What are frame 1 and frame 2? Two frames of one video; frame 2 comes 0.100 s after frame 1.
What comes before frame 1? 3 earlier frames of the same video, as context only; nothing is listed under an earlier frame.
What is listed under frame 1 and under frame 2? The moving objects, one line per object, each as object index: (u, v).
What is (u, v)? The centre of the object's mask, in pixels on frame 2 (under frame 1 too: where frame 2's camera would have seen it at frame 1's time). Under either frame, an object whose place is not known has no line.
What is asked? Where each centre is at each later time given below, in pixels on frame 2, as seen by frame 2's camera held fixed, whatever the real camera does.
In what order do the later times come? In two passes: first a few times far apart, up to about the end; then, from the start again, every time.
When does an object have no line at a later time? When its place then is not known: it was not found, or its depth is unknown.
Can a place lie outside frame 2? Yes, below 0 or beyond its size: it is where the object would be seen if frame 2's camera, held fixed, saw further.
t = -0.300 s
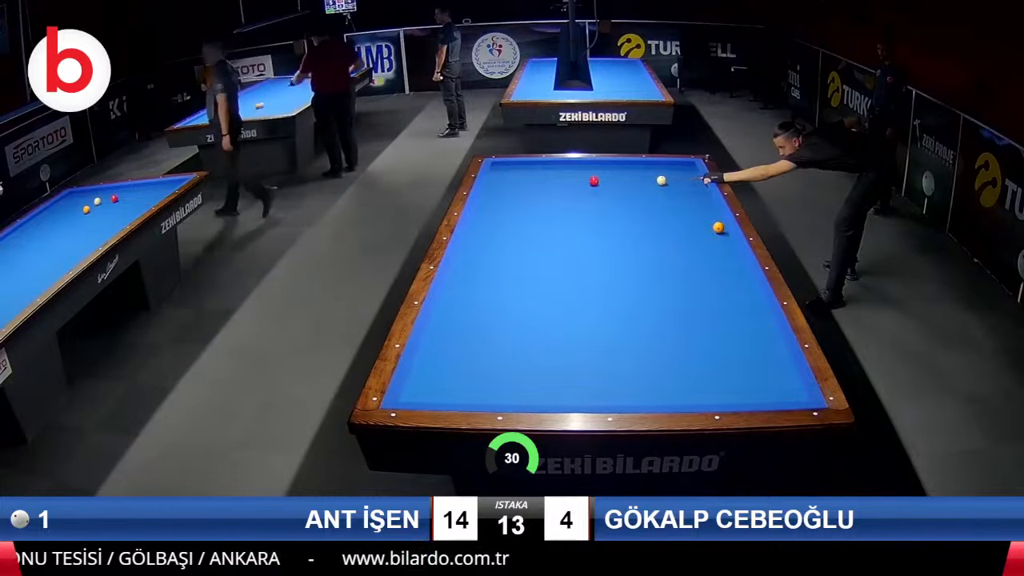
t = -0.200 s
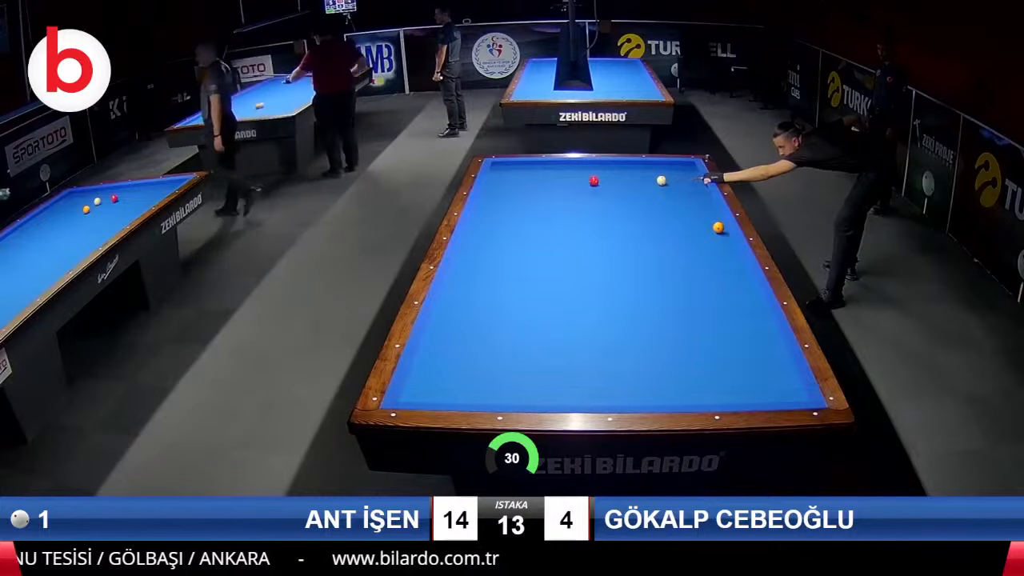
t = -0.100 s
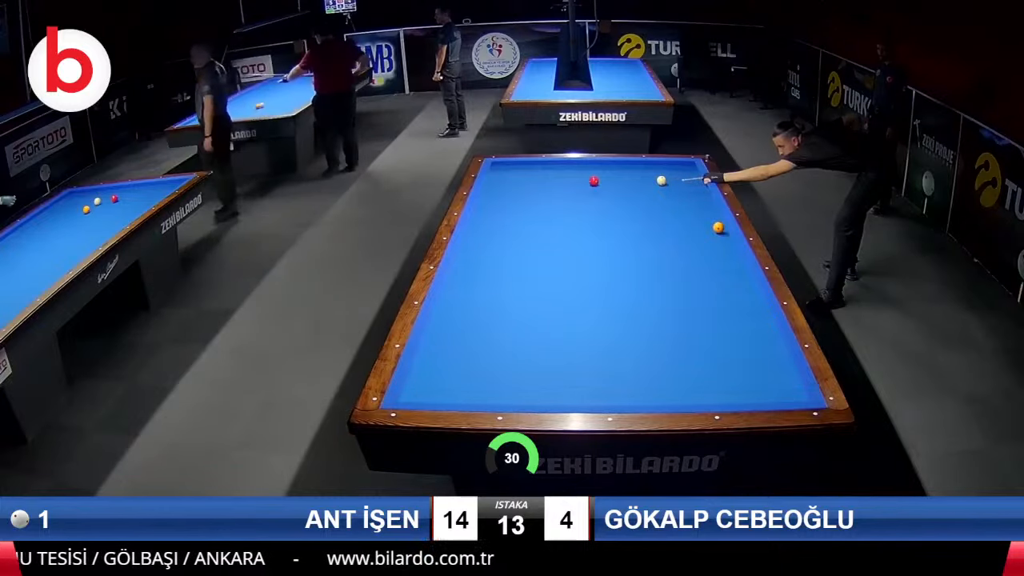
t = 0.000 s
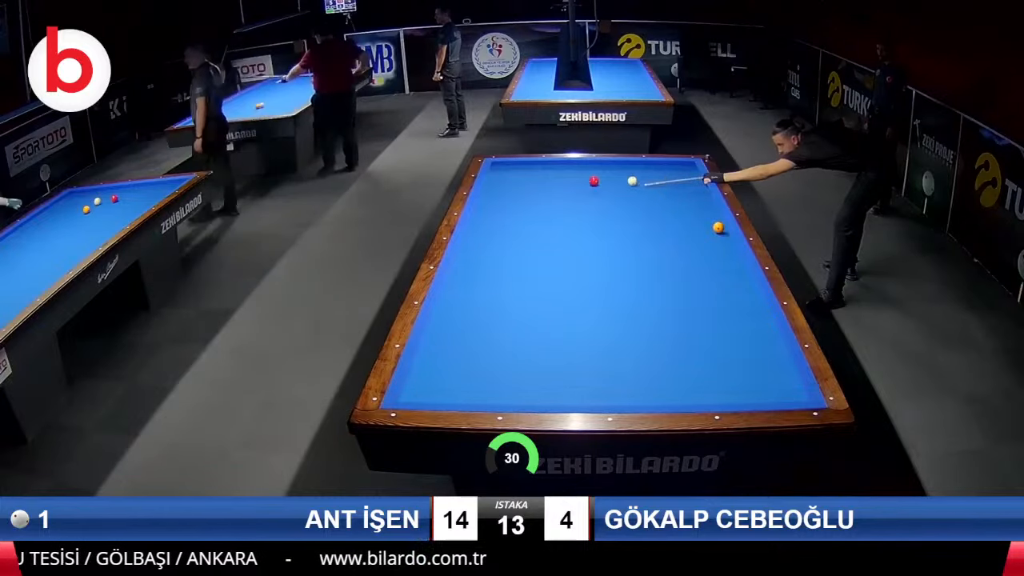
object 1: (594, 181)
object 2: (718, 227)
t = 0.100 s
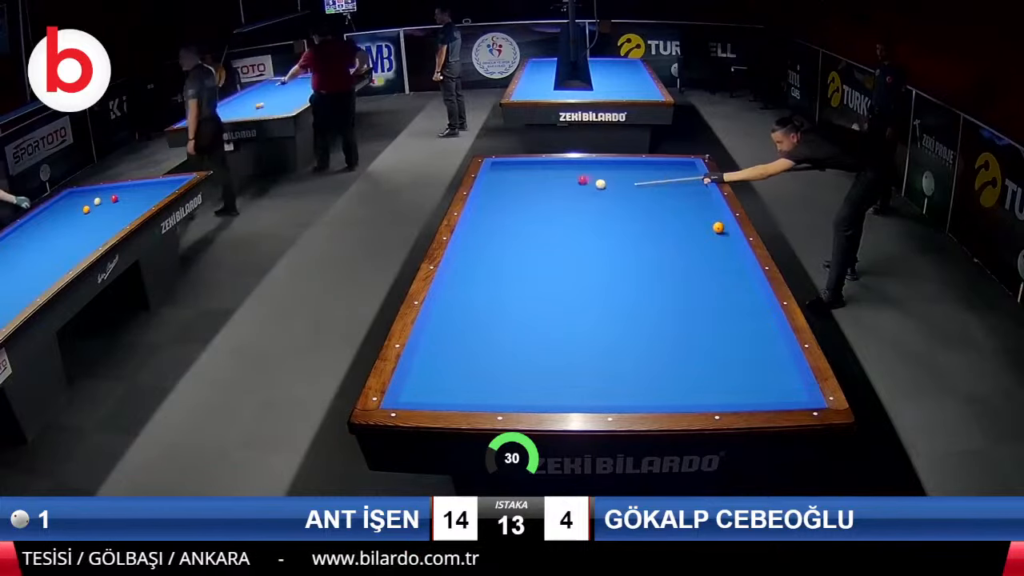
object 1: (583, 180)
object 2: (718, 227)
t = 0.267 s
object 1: (531, 173)
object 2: (718, 227)
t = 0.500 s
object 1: (507, 166)
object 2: (718, 227)
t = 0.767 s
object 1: (548, 164)
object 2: (718, 227)
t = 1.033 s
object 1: (580, 167)
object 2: (718, 227)
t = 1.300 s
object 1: (612, 170)
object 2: (718, 227)
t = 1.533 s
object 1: (640, 173)
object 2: (718, 227)
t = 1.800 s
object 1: (672, 177)
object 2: (718, 227)
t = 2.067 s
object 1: (699, 181)
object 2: (718, 227)
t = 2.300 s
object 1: (684, 185)
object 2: (718, 227)
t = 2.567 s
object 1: (670, 191)
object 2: (718, 227)
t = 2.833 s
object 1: (655, 196)
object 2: (718, 227)
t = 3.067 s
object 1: (640, 201)
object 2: (718, 227)
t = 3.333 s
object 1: (624, 206)
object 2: (718, 227)
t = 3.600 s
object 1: (607, 212)
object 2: (719, 227)
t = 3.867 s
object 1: (590, 219)
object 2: (719, 227)
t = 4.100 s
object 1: (575, 224)
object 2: (718, 227)
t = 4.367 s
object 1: (557, 231)
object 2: (718, 227)
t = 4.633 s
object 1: (538, 237)
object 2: (718, 227)
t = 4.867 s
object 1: (522, 243)
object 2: (718, 227)
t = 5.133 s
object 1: (503, 250)
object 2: (718, 227)
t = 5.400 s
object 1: (485, 256)
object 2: (718, 227)
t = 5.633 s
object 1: (468, 263)
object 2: (718, 227)
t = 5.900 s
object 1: (459, 268)
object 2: (718, 227)
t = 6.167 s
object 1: (466, 273)
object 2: (718, 227)
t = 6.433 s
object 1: (472, 278)
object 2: (718, 227)
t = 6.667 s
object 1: (478, 282)
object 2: (718, 227)
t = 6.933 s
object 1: (484, 287)
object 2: (721, 227)
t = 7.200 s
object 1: (490, 291)
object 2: (722, 228)
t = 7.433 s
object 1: (496, 295)
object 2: (719, 228)
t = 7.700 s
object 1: (501, 300)
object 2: (715, 228)
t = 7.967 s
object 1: (507, 304)
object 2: (712, 228)
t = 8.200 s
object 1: (512, 307)
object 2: (710, 228)
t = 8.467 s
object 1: (517, 311)
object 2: (707, 229)
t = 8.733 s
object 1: (522, 315)
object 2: (706, 229)
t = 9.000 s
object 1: (527, 318)
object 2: (705, 229)
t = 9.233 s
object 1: (531, 320)
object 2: (704, 229)
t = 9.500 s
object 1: (535, 323)
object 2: (703, 229)
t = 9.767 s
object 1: (539, 326)
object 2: (703, 229)
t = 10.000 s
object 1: (542, 328)
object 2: (703, 229)
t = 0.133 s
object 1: (571, 178)
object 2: (718, 227)
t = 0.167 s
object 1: (561, 177)
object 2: (718, 227)
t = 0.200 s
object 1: (551, 176)
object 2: (718, 227)
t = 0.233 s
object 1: (541, 174)
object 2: (718, 227)
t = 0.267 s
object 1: (531, 173)
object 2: (718, 227)
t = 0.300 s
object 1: (523, 172)
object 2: (718, 227)
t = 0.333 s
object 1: (514, 171)
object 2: (718, 227)
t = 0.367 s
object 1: (505, 170)
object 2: (718, 227)
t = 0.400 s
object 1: (498, 169)
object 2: (718, 227)
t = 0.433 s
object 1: (494, 168)
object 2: (718, 227)
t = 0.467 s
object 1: (500, 167)
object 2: (718, 227)
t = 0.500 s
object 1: (507, 166)
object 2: (718, 227)
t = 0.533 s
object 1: (513, 165)
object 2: (718, 227)
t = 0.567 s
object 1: (519, 165)
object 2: (718, 227)
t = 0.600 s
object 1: (525, 164)
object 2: (718, 227)
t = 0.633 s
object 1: (530, 163)
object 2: (718, 227)
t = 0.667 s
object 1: (535, 163)
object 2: (718, 227)
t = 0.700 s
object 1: (540, 163)
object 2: (718, 227)
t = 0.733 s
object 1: (543, 163)
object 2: (718, 227)
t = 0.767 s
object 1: (548, 164)
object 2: (718, 227)
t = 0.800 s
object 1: (551, 164)
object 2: (718, 227)
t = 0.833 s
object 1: (555, 164)
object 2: (718, 227)
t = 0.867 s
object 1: (559, 164)
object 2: (718, 227)
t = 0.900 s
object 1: (564, 165)
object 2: (718, 227)
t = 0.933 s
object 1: (568, 165)
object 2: (718, 227)
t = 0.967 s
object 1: (571, 166)
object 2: (718, 227)
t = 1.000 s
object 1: (575, 166)
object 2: (718, 227)
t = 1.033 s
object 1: (580, 167)
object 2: (718, 227)
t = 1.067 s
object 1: (583, 167)
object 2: (718, 227)
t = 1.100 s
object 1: (587, 168)
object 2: (718, 227)
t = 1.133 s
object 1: (592, 168)
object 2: (718, 227)
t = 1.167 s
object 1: (595, 168)
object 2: (718, 227)
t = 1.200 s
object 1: (600, 169)
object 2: (718, 227)
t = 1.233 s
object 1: (603, 170)
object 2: (718, 227)
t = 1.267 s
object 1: (608, 170)
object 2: (718, 227)
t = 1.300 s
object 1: (612, 170)
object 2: (718, 227)
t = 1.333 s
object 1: (616, 170)
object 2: (718, 227)
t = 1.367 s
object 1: (620, 171)
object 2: (718, 227)
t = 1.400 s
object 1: (624, 171)
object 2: (718, 227)
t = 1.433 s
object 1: (628, 172)
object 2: (718, 227)
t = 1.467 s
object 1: (632, 172)
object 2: (718, 227)
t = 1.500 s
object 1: (636, 173)
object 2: (718, 227)
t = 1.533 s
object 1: (640, 173)
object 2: (718, 227)
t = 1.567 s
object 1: (644, 173)
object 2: (718, 227)
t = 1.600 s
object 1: (648, 174)
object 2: (718, 227)
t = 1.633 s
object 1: (652, 174)
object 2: (718, 227)
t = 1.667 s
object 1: (656, 175)
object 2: (718, 227)
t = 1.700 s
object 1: (660, 176)
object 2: (718, 227)
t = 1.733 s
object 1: (664, 176)
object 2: (718, 227)
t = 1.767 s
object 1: (669, 177)
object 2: (718, 227)
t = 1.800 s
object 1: (672, 177)
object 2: (718, 227)
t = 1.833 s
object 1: (676, 178)
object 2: (718, 227)
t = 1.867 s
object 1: (680, 178)
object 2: (718, 227)
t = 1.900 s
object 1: (684, 179)
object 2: (718, 227)
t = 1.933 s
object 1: (688, 179)
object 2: (718, 227)
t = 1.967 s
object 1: (693, 180)
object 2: (718, 227)
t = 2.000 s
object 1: (696, 180)
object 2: (718, 227)
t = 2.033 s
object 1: (699, 181)
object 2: (718, 227)
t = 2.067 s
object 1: (699, 181)
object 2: (718, 227)
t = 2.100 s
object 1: (696, 182)
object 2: (718, 227)
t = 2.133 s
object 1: (694, 183)
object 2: (718, 227)
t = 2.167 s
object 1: (692, 183)
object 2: (718, 227)
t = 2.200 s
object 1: (690, 184)
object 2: (718, 227)
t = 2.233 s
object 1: (688, 184)
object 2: (718, 227)
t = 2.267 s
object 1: (686, 185)
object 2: (718, 227)
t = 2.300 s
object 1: (684, 185)
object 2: (718, 227)
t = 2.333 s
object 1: (683, 186)
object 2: (718, 227)
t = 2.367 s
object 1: (681, 187)
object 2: (718, 227)
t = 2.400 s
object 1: (679, 187)
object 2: (718, 227)
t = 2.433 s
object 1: (677, 188)
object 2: (718, 227)
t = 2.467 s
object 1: (675, 189)
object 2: (718, 227)
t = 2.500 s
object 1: (673, 190)
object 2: (718, 227)
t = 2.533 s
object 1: (671, 190)
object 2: (718, 227)
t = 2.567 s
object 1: (670, 191)
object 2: (718, 227)
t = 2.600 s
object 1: (668, 191)
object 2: (718, 227)
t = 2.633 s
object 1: (666, 192)
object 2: (718, 227)
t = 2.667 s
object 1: (664, 193)
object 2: (718, 227)
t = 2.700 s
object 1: (663, 193)
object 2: (718, 227)
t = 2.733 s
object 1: (660, 194)
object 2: (718, 227)
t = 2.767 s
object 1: (658, 194)
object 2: (718, 227)
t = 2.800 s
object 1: (656, 195)
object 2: (718, 227)
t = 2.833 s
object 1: (655, 196)
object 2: (718, 227)
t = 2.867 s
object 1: (653, 197)
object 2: (718, 227)
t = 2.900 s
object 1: (651, 198)
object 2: (718, 227)
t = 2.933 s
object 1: (649, 198)
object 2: (718, 227)
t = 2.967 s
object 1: (647, 199)
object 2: (718, 227)
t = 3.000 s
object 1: (645, 199)
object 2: (718, 227)
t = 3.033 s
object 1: (643, 200)
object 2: (718, 227)
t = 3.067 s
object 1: (640, 201)
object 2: (718, 227)
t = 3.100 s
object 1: (639, 202)
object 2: (718, 227)
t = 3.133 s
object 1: (637, 203)
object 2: (718, 227)
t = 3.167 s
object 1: (634, 203)
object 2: (718, 227)
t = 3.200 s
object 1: (632, 204)
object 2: (718, 227)
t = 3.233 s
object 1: (630, 204)
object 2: (718, 227)
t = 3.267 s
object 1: (628, 205)
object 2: (718, 227)
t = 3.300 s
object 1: (626, 206)
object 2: (718, 227)
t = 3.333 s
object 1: (624, 206)
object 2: (718, 227)
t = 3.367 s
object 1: (622, 207)
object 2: (718, 227)
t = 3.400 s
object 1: (620, 208)
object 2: (718, 227)
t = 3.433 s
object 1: (618, 209)
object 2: (718, 227)
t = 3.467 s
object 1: (616, 210)
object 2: (718, 227)
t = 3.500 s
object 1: (614, 211)
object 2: (719, 227)
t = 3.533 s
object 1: (611, 211)
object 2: (719, 227)
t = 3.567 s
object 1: (609, 212)
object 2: (719, 227)
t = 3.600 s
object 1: (607, 212)
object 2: (719, 227)
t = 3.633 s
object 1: (605, 213)
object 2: (719, 227)
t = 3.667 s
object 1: (603, 214)
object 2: (719, 227)
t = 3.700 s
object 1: (601, 215)
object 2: (719, 227)
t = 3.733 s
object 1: (599, 215)
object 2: (719, 227)
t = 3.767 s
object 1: (597, 217)
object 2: (719, 227)
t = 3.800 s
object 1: (594, 217)
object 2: (719, 227)
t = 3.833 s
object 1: (592, 218)
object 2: (719, 227)
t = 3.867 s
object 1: (590, 219)
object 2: (719, 227)
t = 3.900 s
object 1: (588, 220)
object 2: (718, 227)
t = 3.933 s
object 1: (586, 220)
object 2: (718, 227)
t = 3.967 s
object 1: (583, 221)
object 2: (718, 227)
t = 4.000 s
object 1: (581, 222)
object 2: (718, 227)
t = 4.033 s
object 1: (579, 223)
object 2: (718, 227)
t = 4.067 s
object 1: (577, 223)
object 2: (718, 227)
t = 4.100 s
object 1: (575, 224)
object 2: (718, 227)
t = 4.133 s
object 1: (572, 225)
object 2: (718, 227)
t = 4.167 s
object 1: (570, 226)
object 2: (718, 227)
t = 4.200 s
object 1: (568, 226)
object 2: (718, 227)
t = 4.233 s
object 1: (566, 227)
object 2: (718, 227)
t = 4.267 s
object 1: (563, 228)
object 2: (718, 227)
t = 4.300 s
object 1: (561, 229)
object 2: (718, 227)
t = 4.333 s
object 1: (559, 230)
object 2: (718, 227)
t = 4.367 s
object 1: (557, 231)
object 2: (718, 227)
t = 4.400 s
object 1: (554, 231)
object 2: (718, 227)
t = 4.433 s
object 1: (552, 232)
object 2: (718, 227)
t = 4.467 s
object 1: (550, 233)
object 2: (718, 227)
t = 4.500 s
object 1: (548, 234)
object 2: (718, 227)
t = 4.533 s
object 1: (545, 235)
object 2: (718, 227)
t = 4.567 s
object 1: (543, 236)
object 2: (718, 227)
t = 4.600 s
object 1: (541, 236)
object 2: (718, 227)
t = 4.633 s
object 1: (538, 237)
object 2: (718, 227)
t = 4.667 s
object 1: (536, 238)
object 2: (718, 227)
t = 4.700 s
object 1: (534, 239)
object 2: (718, 227)
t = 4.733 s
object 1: (531, 239)
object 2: (718, 227)
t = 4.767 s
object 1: (529, 240)
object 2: (718, 227)
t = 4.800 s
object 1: (527, 241)
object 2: (718, 227)
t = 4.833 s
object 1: (524, 242)
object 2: (718, 227)
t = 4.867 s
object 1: (522, 243)
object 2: (718, 227)
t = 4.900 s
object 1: (520, 244)
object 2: (718, 227)
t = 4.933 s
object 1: (517, 245)
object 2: (718, 227)
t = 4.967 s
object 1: (515, 246)
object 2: (718, 227)
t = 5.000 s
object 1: (513, 246)
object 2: (718, 227)
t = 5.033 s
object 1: (511, 247)
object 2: (718, 227)
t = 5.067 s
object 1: (508, 248)
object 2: (718, 227)
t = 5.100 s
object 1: (505, 249)
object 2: (718, 227)
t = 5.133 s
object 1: (503, 250)
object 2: (718, 227)
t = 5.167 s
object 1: (501, 251)
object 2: (718, 227)
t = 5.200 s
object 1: (499, 251)
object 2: (718, 227)
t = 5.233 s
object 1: (496, 252)
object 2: (718, 227)
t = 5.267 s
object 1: (494, 253)
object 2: (718, 227)
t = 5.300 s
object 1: (491, 254)
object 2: (718, 227)
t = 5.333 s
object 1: (489, 255)
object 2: (718, 227)
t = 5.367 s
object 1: (487, 256)
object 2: (718, 227)
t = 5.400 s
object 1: (485, 256)
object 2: (718, 227)
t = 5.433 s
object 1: (483, 257)
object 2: (718, 227)
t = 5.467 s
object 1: (480, 258)
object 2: (718, 227)
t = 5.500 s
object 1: (477, 259)
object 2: (718, 227)
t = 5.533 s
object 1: (475, 260)
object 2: (718, 227)
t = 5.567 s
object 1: (473, 261)
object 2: (718, 227)
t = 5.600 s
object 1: (471, 262)
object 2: (718, 227)
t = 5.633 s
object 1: (468, 263)
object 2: (718, 227)
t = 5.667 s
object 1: (466, 263)
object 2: (718, 227)
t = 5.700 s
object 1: (463, 264)
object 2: (718, 227)
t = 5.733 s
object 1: (461, 265)
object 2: (718, 227)
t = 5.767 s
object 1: (459, 266)
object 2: (718, 227)
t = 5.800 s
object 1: (456, 267)
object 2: (718, 227)
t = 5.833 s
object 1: (458, 267)
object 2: (718, 227)
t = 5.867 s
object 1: (459, 268)
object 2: (718, 227)
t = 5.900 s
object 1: (459, 268)
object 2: (718, 227)
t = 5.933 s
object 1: (460, 269)
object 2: (718, 227)
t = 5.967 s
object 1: (461, 270)
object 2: (718, 227)
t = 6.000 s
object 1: (462, 270)
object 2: (718, 227)
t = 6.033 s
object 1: (463, 271)
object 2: (718, 227)
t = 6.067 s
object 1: (463, 272)
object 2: (718, 227)
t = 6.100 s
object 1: (464, 272)
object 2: (718, 227)
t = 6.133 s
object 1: (465, 273)
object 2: (718, 227)
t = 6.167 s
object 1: (466, 273)
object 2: (718, 227)
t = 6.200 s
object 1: (466, 274)
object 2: (718, 227)
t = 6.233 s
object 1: (467, 274)
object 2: (718, 227)
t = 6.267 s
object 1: (468, 276)
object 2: (718, 227)
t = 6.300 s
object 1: (469, 276)
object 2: (718, 227)
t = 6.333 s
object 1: (470, 276)
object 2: (718, 227)
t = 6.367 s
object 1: (470, 277)
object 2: (718, 227)
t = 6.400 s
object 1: (471, 278)
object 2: (718, 227)
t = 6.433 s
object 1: (472, 278)
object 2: (718, 227)
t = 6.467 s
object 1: (473, 279)
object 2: (718, 227)
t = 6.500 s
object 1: (474, 279)
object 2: (718, 227)
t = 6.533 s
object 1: (474, 280)
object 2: (718, 227)
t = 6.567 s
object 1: (475, 281)
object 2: (718, 227)
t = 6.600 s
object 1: (476, 281)
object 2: (718, 227)
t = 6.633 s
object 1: (477, 282)
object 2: (718, 227)
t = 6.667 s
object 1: (478, 282)
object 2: (718, 227)
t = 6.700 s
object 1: (478, 283)
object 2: (718, 227)
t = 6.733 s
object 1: (479, 284)
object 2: (719, 227)
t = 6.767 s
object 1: (480, 284)
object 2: (719, 227)
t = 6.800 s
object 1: (481, 285)
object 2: (719, 227)
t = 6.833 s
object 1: (481, 285)
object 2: (719, 227)
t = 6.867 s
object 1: (482, 286)
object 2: (719, 227)
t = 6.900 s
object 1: (483, 286)
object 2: (720, 227)
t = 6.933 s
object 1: (484, 287)
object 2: (721, 227)
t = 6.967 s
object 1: (485, 288)
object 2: (722, 227)
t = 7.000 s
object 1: (485, 288)
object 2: (723, 227)
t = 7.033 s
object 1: (486, 289)
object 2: (723, 227)
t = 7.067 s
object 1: (487, 289)
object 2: (723, 228)
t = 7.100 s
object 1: (488, 290)
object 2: (723, 227)
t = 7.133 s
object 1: (489, 291)
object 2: (722, 228)
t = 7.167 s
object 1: (490, 291)
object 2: (722, 228)
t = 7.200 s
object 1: (490, 291)
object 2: (722, 228)
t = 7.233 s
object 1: (491, 292)
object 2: (721, 228)
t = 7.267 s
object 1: (492, 293)
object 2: (721, 228)
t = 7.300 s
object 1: (493, 293)
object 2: (720, 228)
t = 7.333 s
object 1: (493, 294)
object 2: (720, 228)
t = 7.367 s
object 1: (494, 294)
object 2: (719, 228)
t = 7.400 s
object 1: (495, 295)
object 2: (719, 228)
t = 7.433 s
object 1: (496, 295)
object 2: (719, 228)
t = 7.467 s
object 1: (496, 296)
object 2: (718, 228)
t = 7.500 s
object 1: (497, 296)
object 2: (717, 228)
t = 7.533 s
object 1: (498, 297)
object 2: (717, 228)
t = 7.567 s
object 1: (499, 297)
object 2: (717, 228)
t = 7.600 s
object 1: (499, 298)
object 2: (716, 228)
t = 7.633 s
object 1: (500, 298)
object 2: (716, 228)
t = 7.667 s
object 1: (501, 299)
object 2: (716, 228)
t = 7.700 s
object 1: (501, 300)
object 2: (715, 228)
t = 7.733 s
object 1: (502, 300)
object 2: (715, 228)
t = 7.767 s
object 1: (503, 301)
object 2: (714, 228)
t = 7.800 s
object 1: (504, 301)
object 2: (714, 228)
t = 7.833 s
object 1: (504, 302)
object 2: (714, 228)
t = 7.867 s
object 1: (505, 302)
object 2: (713, 228)
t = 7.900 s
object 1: (506, 303)
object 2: (713, 228)
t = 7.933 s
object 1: (507, 303)
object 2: (712, 228)
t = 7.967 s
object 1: (507, 304)
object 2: (712, 228)
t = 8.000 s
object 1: (508, 304)
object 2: (712, 228)
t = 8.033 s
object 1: (509, 304)
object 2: (711, 228)
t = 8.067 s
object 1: (509, 305)
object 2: (711, 228)
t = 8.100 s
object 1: (510, 305)
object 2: (710, 228)
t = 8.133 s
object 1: (511, 306)
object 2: (710, 228)
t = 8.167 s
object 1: (511, 307)
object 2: (710, 228)
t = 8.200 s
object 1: (512, 307)
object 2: (710, 228)
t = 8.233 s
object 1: (513, 308)
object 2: (709, 228)
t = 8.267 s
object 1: (513, 308)
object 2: (709, 228)
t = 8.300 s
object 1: (514, 309)
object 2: (709, 229)
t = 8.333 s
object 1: (515, 309)
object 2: (708, 229)
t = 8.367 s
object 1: (515, 310)
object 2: (708, 229)
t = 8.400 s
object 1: (516, 310)
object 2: (708, 229)
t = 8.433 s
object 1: (517, 310)
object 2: (707, 229)
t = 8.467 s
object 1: (517, 311)
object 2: (707, 229)
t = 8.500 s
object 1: (518, 311)
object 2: (707, 229)
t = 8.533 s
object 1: (519, 312)
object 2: (707, 229)
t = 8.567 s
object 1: (519, 312)
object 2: (707, 229)
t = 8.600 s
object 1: (520, 312)
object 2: (707, 229)
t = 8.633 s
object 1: (521, 313)
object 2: (706, 229)
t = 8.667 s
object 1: (521, 314)
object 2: (706, 229)
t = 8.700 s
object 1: (522, 314)
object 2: (706, 229)
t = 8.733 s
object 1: (522, 315)
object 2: (706, 229)
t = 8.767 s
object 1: (523, 315)
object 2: (706, 229)
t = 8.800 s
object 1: (524, 315)
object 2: (706, 229)
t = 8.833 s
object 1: (524, 316)
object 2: (705, 229)
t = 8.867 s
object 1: (525, 316)
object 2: (705, 229)
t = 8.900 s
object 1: (526, 316)
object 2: (705, 229)
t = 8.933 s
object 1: (526, 317)
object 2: (705, 229)
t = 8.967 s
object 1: (527, 317)
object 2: (705, 229)
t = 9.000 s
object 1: (527, 318)
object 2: (705, 229)
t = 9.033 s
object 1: (528, 318)
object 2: (704, 229)
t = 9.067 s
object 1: (528, 319)
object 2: (705, 229)
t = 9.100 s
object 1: (529, 319)
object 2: (705, 229)
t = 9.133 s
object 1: (530, 319)
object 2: (705, 229)
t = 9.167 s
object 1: (530, 320)
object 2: (704, 229)
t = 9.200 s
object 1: (531, 320)
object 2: (704, 229)
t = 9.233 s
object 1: (531, 320)
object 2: (704, 229)
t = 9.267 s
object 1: (532, 321)
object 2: (703, 229)
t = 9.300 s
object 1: (532, 321)
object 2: (703, 229)
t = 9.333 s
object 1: (533, 322)
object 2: (703, 229)
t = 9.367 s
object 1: (533, 322)
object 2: (703, 229)
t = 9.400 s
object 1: (534, 322)
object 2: (703, 229)
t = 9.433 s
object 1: (534, 323)
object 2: (703, 229)
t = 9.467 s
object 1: (535, 323)
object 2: (703, 229)
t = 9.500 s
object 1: (535, 323)
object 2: (703, 229)
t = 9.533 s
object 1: (536, 324)
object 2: (703, 229)
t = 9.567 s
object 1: (536, 324)
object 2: (703, 229)
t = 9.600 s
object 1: (537, 324)
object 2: (703, 229)
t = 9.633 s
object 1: (538, 325)
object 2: (703, 229)
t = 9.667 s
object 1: (538, 325)
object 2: (703, 229)
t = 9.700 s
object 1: (538, 325)
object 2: (703, 229)
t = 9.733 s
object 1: (539, 325)
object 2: (703, 229)
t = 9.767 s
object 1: (539, 326)
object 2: (703, 229)
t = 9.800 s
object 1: (540, 326)
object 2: (703, 229)
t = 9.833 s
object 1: (540, 327)
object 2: (703, 229)
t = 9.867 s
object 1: (541, 327)
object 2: (703, 229)
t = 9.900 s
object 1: (541, 327)
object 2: (703, 229)
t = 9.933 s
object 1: (542, 328)
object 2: (703, 229)
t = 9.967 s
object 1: (542, 328)
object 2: (703, 229)
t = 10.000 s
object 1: (542, 328)
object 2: (703, 229)
